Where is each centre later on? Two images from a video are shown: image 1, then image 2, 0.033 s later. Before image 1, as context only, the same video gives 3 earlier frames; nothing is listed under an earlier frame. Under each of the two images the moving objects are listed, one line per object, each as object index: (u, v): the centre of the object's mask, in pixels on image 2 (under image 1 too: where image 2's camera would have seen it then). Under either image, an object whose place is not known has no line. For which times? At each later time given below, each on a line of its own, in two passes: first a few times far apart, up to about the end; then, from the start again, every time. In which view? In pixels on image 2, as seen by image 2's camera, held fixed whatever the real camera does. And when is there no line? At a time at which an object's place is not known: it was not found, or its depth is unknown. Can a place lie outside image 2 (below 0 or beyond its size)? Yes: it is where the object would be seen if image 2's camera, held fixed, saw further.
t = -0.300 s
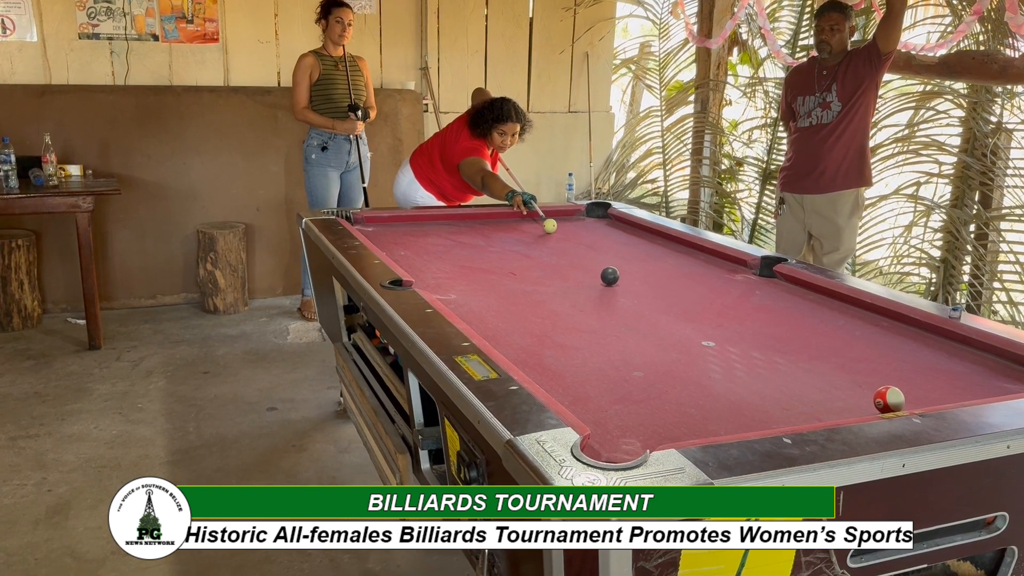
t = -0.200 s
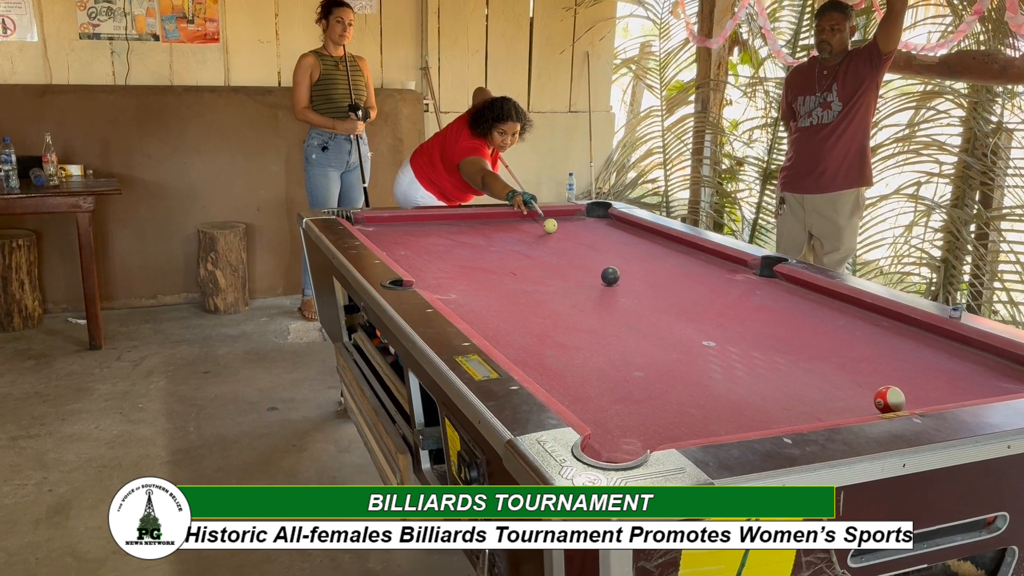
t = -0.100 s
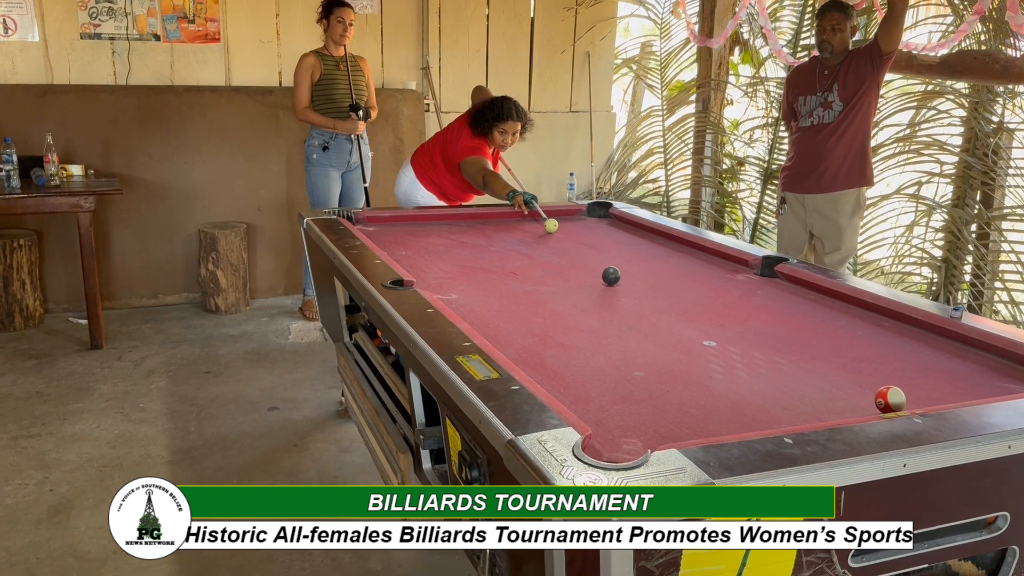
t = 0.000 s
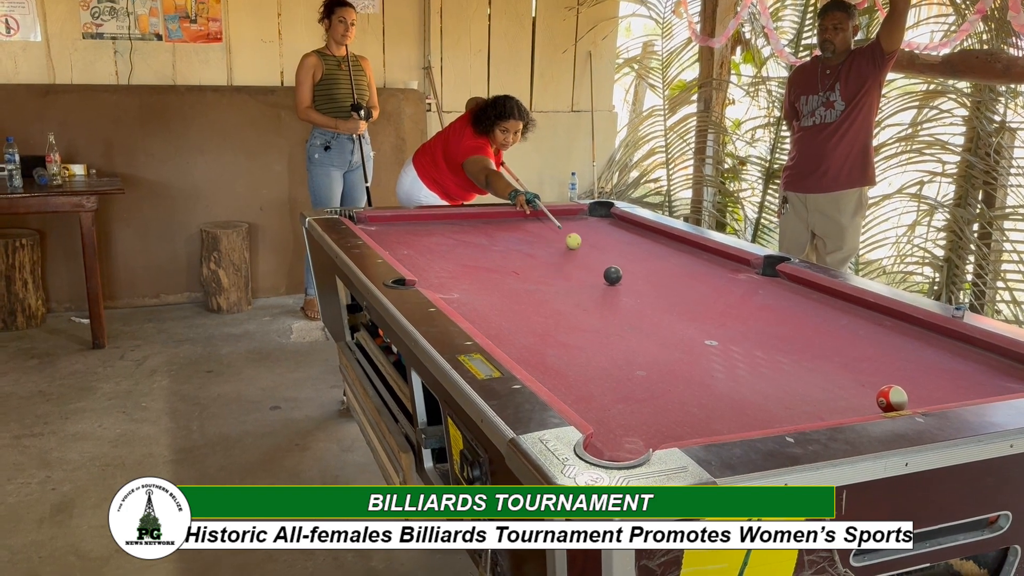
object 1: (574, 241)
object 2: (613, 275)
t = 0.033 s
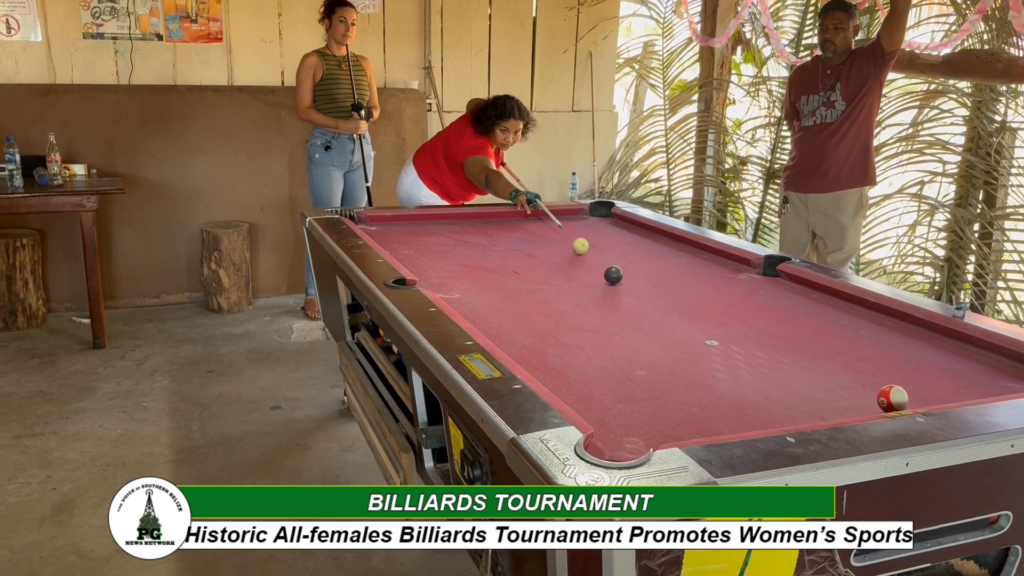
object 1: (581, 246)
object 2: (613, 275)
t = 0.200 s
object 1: (618, 267)
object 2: (613, 277)
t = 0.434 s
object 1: (669, 281)
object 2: (611, 307)
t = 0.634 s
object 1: (718, 292)
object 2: (610, 333)
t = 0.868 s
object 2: (608, 373)
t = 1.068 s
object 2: (605, 418)
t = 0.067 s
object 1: (587, 251)
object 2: (613, 275)
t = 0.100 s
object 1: (594, 257)
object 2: (613, 275)
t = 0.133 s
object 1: (601, 262)
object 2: (613, 276)
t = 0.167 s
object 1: (607, 265)
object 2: (613, 275)
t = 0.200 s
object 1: (618, 267)
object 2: (613, 277)
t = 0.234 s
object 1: (625, 271)
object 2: (613, 282)
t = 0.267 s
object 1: (631, 273)
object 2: (613, 287)
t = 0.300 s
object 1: (639, 274)
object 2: (612, 291)
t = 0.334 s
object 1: (646, 276)
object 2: (612, 295)
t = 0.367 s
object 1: (654, 278)
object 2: (612, 299)
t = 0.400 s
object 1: (661, 279)
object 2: (612, 302)
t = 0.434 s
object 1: (669, 281)
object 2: (611, 307)
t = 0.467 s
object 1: (677, 283)
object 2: (611, 311)
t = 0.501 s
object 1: (685, 285)
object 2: (611, 315)
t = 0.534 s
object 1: (693, 287)
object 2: (611, 319)
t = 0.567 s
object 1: (701, 289)
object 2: (610, 324)
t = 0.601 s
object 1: (710, 290)
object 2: (610, 329)
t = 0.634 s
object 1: (718, 292)
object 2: (610, 333)
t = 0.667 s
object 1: (727, 294)
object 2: (610, 339)
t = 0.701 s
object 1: (736, 296)
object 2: (610, 344)
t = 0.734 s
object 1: (744, 298)
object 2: (609, 349)
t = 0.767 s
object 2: (609, 355)
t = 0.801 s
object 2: (609, 361)
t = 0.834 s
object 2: (608, 367)
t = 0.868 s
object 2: (608, 373)
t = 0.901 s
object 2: (608, 380)
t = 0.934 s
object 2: (607, 387)
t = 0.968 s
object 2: (607, 394)
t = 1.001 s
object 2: (606, 402)
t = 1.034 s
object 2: (606, 410)
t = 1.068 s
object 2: (605, 418)
